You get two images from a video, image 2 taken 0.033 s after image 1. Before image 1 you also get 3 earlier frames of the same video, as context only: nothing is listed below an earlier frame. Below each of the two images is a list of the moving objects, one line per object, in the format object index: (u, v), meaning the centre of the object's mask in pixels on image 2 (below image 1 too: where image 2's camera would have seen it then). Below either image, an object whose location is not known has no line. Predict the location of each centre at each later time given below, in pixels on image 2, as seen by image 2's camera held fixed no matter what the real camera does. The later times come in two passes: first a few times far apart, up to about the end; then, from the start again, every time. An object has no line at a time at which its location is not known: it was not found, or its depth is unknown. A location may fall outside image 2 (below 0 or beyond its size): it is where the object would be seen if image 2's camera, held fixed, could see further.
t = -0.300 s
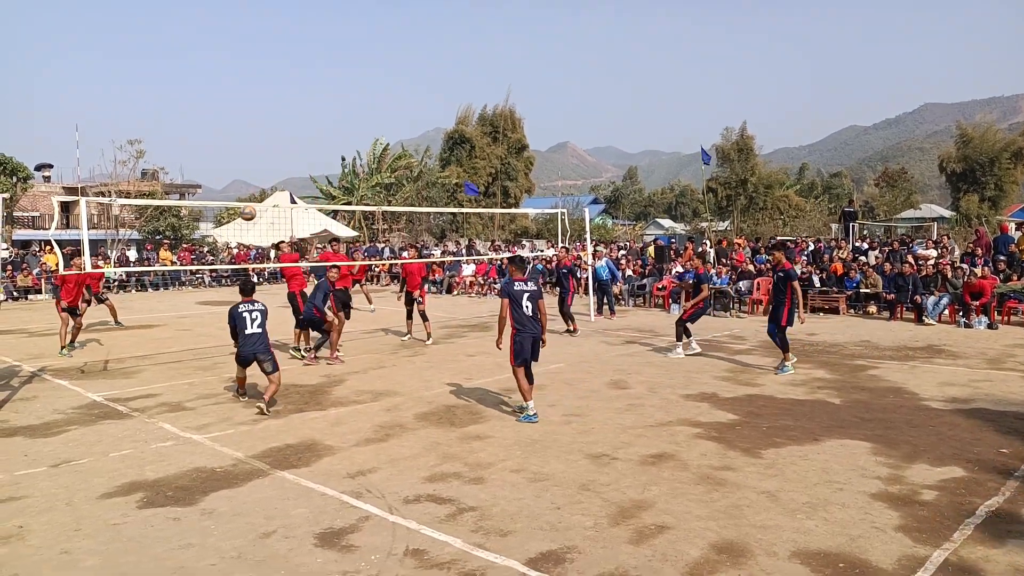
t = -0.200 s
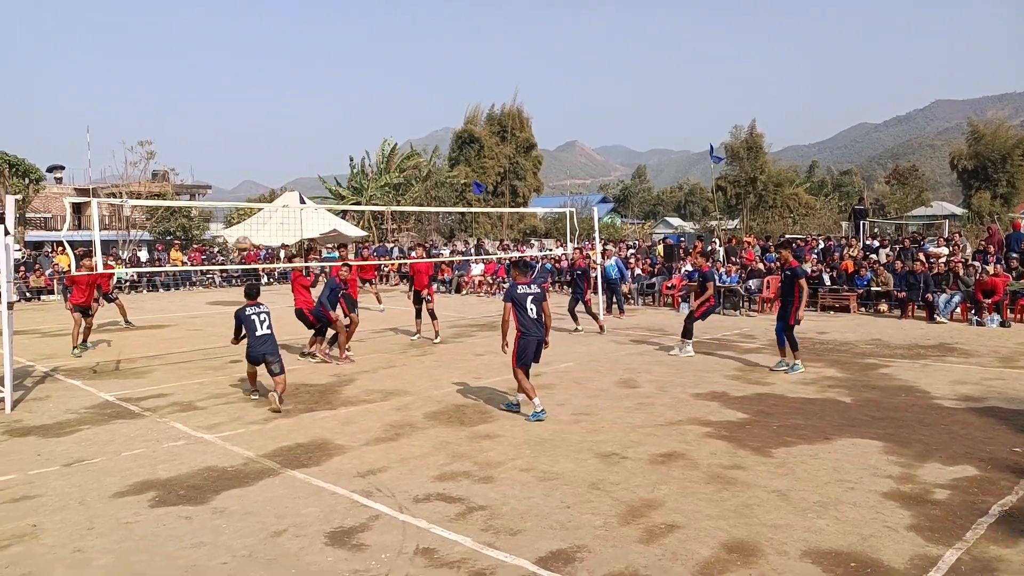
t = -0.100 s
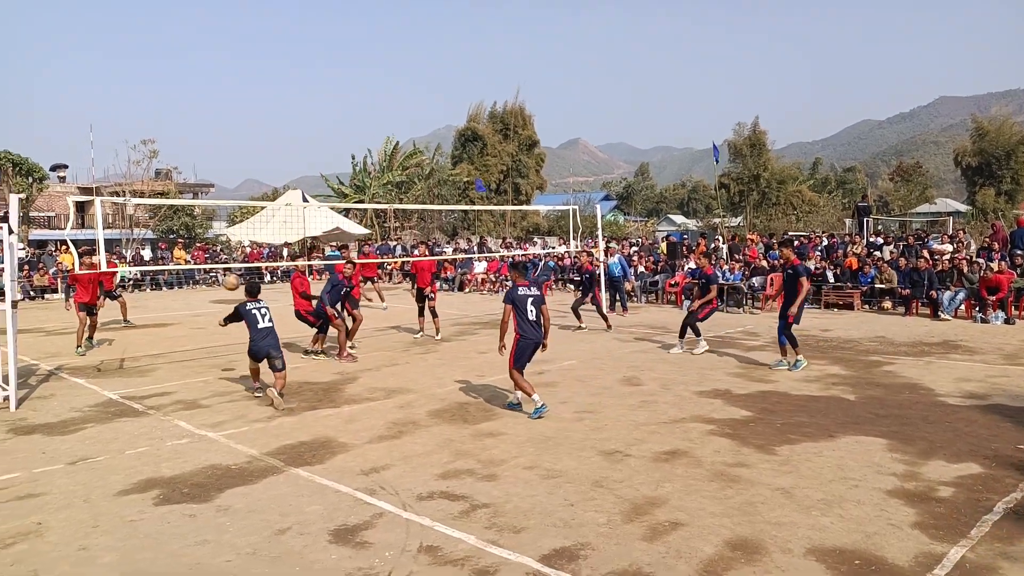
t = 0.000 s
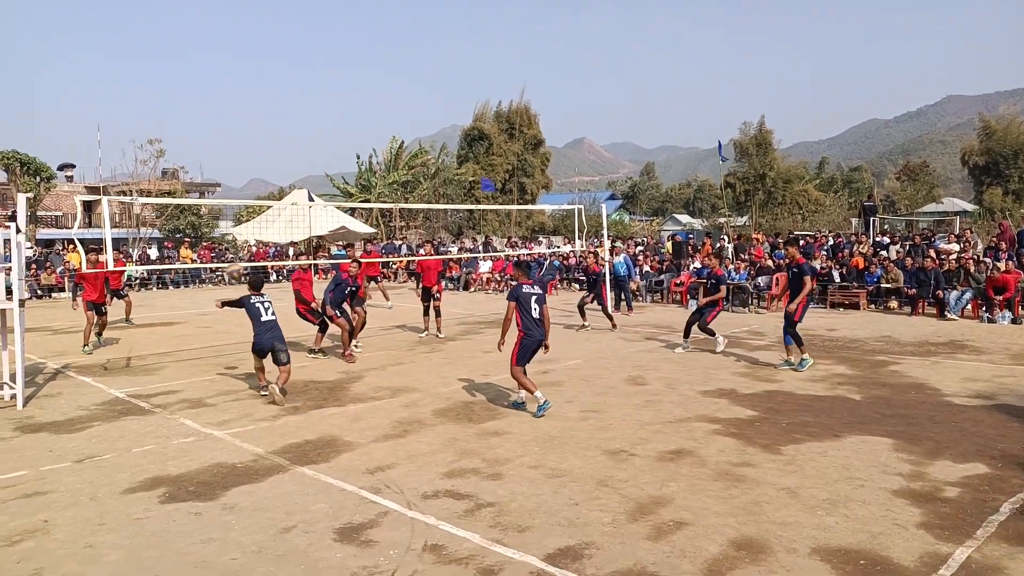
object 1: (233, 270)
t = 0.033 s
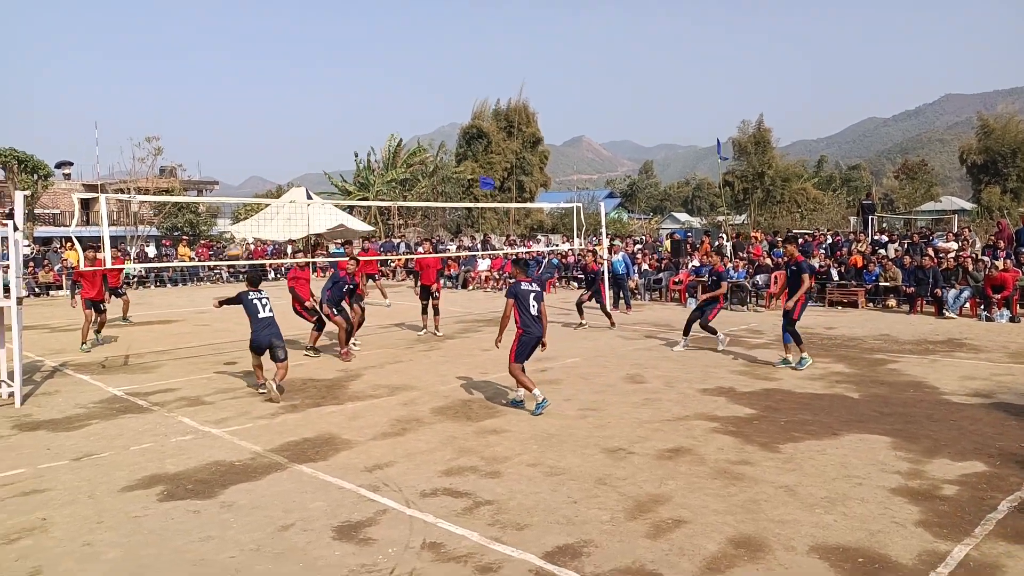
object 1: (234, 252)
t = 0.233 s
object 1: (249, 170)
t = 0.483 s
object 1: (272, 114)
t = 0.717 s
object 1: (296, 109)
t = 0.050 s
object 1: (235, 244)
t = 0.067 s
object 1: (237, 236)
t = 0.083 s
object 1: (237, 229)
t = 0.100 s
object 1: (239, 221)
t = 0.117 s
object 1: (240, 215)
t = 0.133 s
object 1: (242, 207)
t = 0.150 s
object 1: (243, 200)
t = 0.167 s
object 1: (244, 194)
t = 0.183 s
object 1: (245, 188)
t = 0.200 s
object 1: (246, 182)
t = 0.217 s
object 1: (248, 176)
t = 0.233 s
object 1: (249, 170)
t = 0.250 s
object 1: (251, 165)
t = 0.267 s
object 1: (252, 160)
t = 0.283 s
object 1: (253, 155)
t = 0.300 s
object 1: (255, 150)
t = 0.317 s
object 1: (257, 146)
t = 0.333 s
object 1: (258, 142)
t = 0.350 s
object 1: (259, 138)
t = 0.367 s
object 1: (261, 134)
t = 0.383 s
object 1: (262, 131)
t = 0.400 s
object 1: (264, 127)
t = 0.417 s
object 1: (265, 124)
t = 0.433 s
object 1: (267, 121)
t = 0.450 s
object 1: (268, 119)
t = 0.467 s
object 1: (270, 116)
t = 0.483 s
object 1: (272, 114)
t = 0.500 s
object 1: (274, 113)
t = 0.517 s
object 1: (275, 111)
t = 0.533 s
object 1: (277, 110)
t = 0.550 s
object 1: (278, 109)
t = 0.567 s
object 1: (280, 107)
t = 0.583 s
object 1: (282, 107)
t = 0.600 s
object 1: (283, 106)
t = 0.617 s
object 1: (285, 106)
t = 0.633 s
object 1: (287, 106)
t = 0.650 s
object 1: (289, 106)
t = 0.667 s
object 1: (291, 106)
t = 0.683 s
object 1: (292, 107)
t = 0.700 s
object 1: (294, 108)
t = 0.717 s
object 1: (296, 109)
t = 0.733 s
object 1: (298, 109)
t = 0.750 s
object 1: (299, 111)
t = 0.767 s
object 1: (302, 112)
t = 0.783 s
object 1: (303, 115)
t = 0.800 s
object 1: (305, 117)
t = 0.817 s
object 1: (307, 119)
